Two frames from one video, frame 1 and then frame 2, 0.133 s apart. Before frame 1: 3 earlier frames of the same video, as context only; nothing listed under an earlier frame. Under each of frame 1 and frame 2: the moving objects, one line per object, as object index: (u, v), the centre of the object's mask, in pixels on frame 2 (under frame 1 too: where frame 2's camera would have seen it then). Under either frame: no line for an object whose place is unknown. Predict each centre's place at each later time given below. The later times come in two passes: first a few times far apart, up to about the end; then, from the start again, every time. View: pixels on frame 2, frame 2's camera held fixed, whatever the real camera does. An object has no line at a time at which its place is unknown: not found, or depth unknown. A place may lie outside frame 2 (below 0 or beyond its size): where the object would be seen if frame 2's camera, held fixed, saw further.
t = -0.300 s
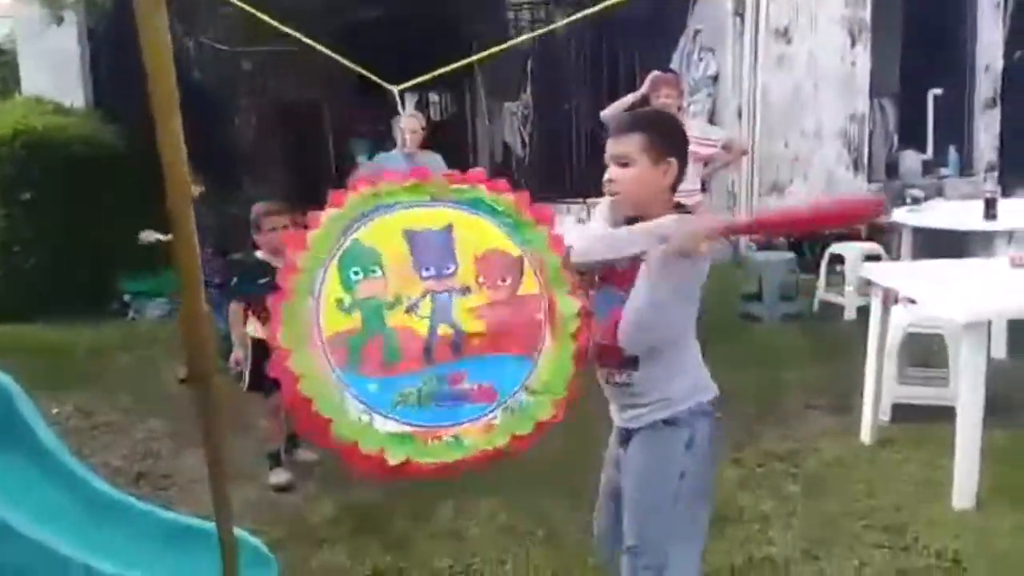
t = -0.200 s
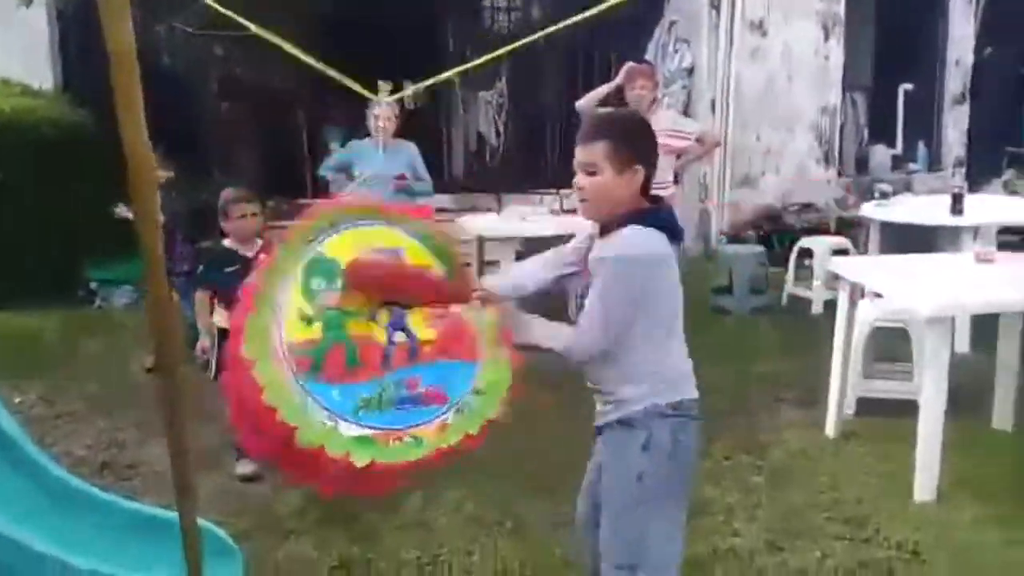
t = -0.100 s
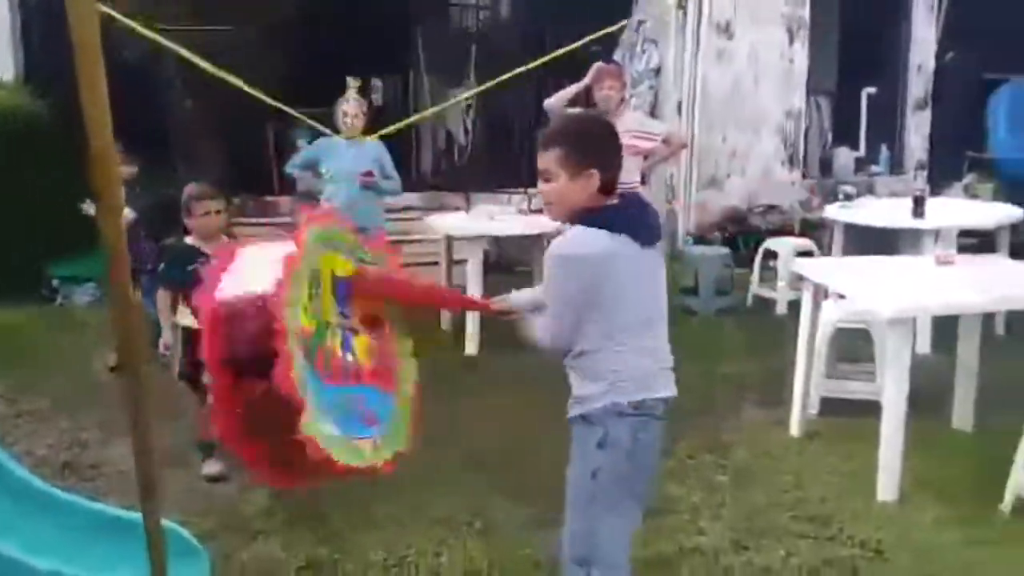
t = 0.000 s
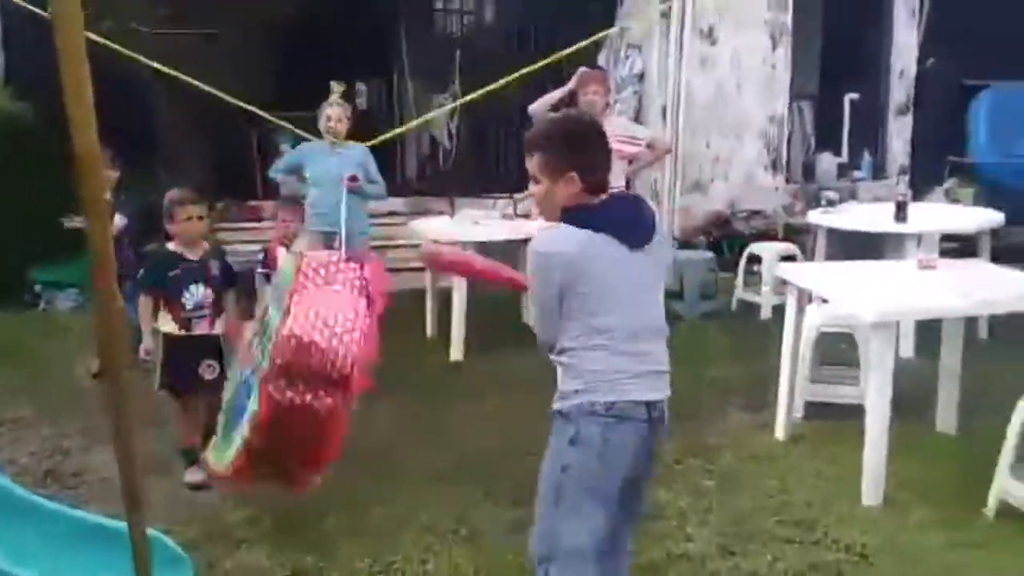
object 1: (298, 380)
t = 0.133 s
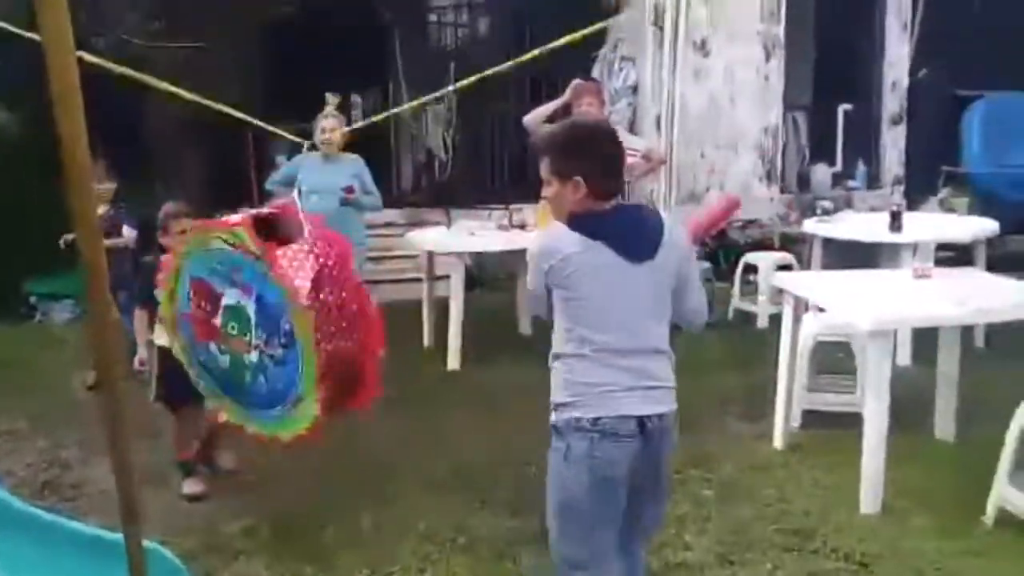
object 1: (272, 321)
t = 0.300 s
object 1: (262, 251)
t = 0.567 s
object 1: (264, 234)
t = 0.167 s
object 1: (270, 303)
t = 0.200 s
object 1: (268, 288)
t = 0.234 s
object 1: (268, 274)
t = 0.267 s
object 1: (264, 263)
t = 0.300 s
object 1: (262, 251)
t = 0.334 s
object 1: (262, 244)
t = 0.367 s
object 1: (261, 241)
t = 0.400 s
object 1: (260, 234)
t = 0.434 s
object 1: (260, 230)
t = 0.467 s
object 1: (260, 225)
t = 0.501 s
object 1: (257, 223)
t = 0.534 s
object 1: (257, 222)
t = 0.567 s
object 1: (264, 234)
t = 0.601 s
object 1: (269, 228)
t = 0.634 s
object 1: (282, 237)
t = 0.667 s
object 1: (288, 247)
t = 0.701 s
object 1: (293, 259)
